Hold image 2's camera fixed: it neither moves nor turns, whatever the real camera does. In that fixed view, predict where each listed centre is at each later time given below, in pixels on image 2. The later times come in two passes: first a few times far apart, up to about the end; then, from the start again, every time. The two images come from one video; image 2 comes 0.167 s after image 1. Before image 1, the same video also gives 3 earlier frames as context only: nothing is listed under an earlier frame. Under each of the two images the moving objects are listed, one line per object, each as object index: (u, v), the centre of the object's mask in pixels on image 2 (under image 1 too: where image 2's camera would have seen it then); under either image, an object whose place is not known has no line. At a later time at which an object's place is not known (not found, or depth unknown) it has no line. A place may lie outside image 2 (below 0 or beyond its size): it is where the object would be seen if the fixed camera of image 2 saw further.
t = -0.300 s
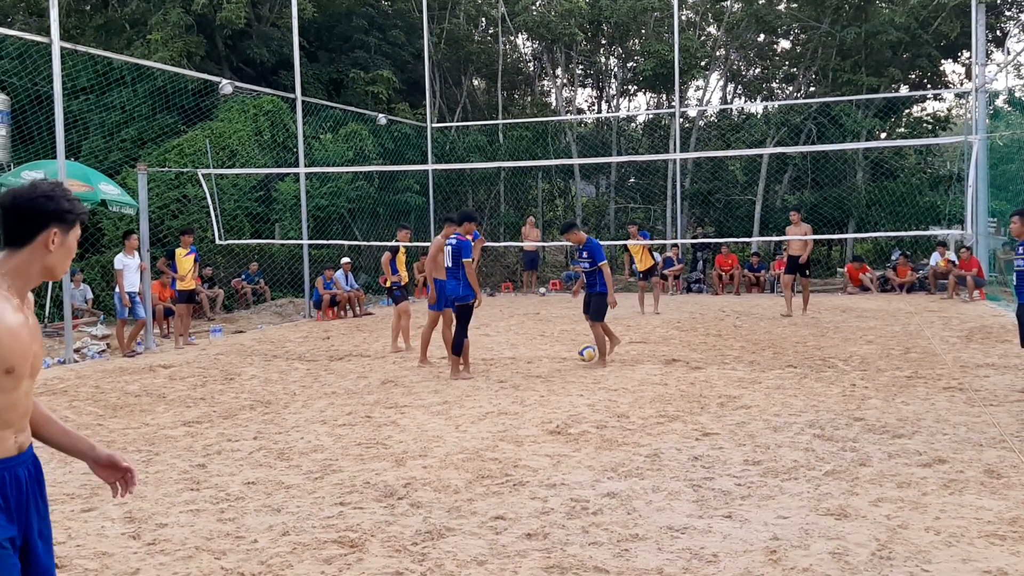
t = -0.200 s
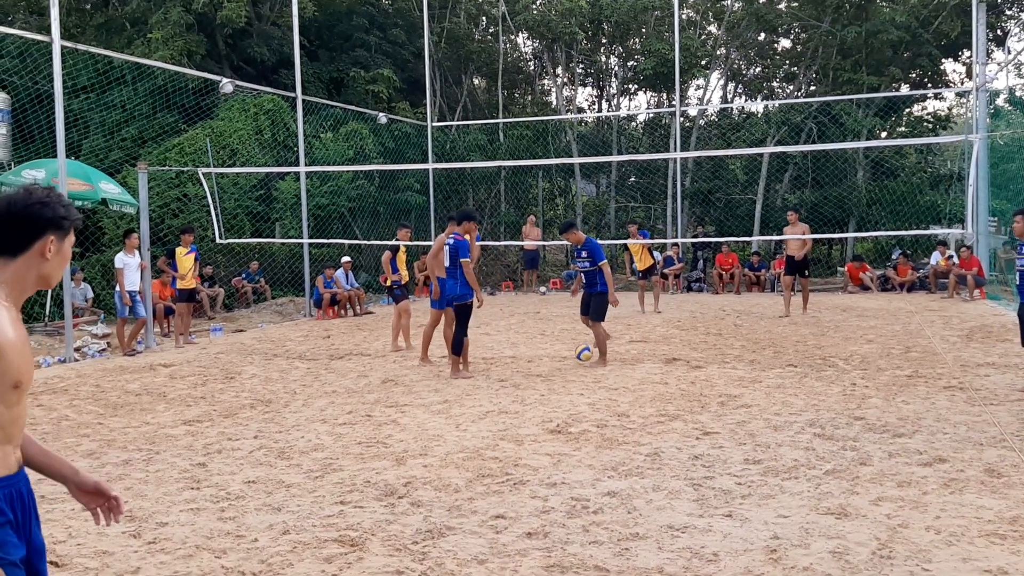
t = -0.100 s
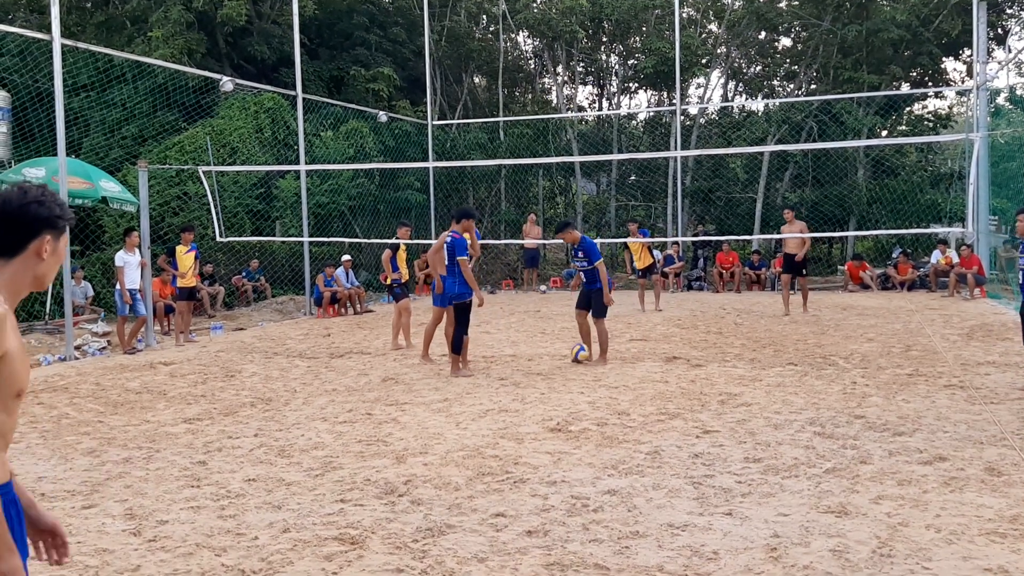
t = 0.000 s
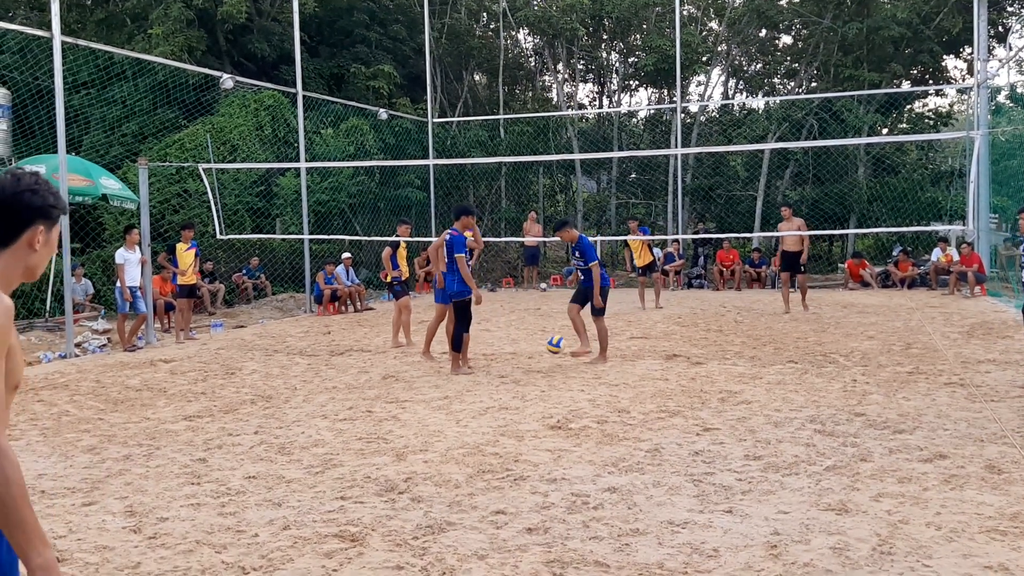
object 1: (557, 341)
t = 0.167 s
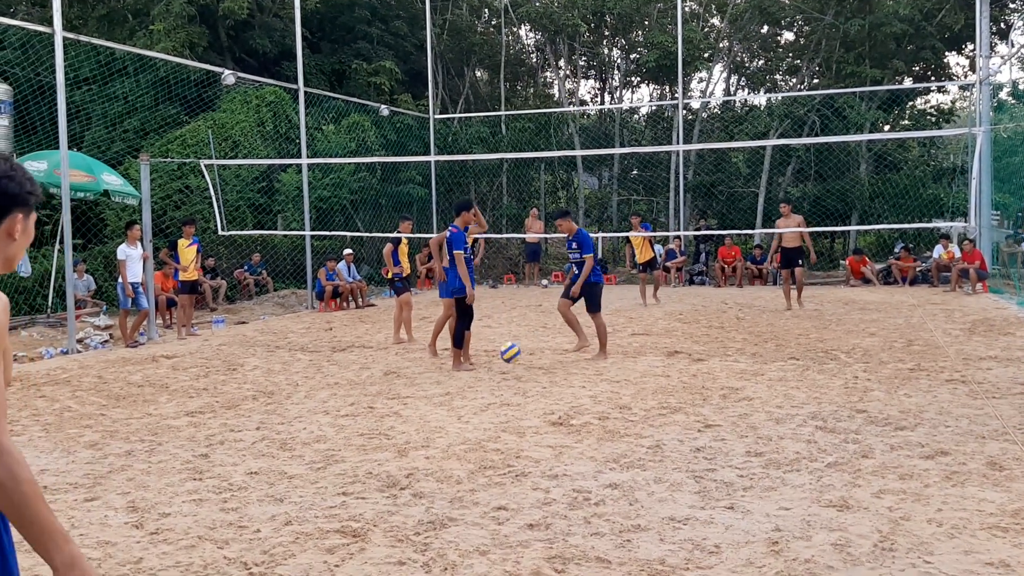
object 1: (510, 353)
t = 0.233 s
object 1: (489, 365)
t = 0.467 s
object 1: (420, 393)
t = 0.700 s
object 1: (357, 430)
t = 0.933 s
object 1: (299, 459)
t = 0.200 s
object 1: (500, 358)
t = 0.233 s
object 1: (489, 365)
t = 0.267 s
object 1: (477, 375)
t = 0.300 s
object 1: (465, 387)
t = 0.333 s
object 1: (454, 395)
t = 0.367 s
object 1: (446, 392)
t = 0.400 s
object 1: (437, 391)
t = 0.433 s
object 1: (429, 392)
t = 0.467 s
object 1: (420, 393)
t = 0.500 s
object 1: (411, 396)
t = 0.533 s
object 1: (402, 401)
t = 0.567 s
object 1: (393, 407)
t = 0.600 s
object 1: (383, 415)
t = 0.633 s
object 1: (372, 425)
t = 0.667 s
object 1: (365, 428)
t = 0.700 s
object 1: (357, 430)
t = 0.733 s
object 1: (350, 434)
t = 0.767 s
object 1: (341, 439)
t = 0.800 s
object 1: (334, 445)
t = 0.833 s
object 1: (325, 448)
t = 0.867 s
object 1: (316, 452)
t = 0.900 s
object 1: (307, 457)
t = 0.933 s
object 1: (299, 459)
